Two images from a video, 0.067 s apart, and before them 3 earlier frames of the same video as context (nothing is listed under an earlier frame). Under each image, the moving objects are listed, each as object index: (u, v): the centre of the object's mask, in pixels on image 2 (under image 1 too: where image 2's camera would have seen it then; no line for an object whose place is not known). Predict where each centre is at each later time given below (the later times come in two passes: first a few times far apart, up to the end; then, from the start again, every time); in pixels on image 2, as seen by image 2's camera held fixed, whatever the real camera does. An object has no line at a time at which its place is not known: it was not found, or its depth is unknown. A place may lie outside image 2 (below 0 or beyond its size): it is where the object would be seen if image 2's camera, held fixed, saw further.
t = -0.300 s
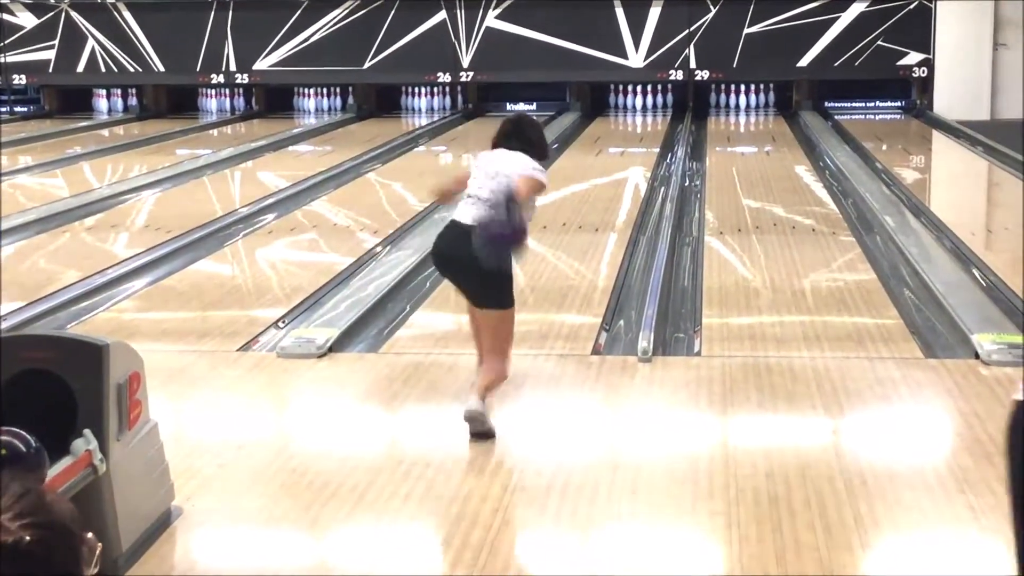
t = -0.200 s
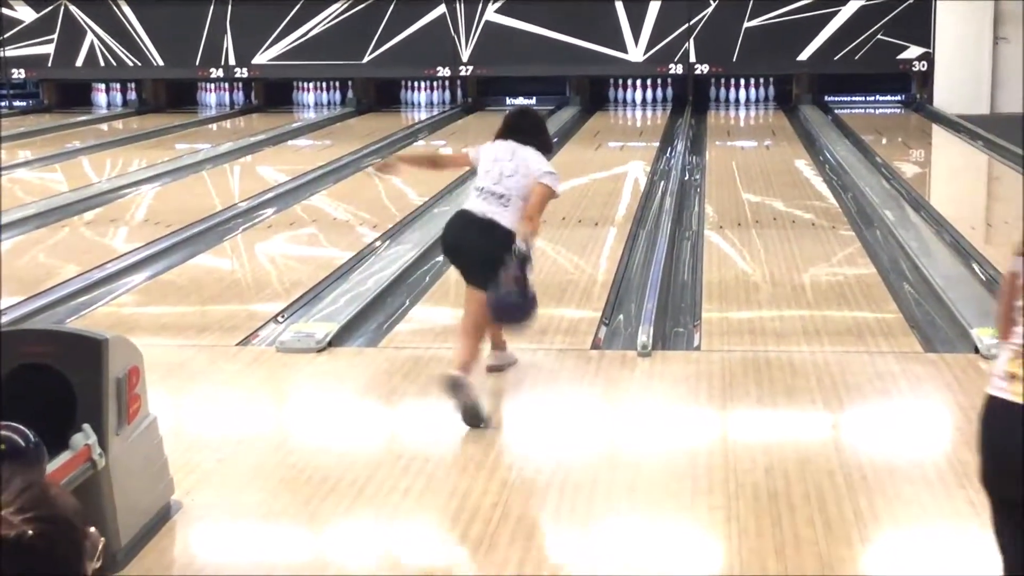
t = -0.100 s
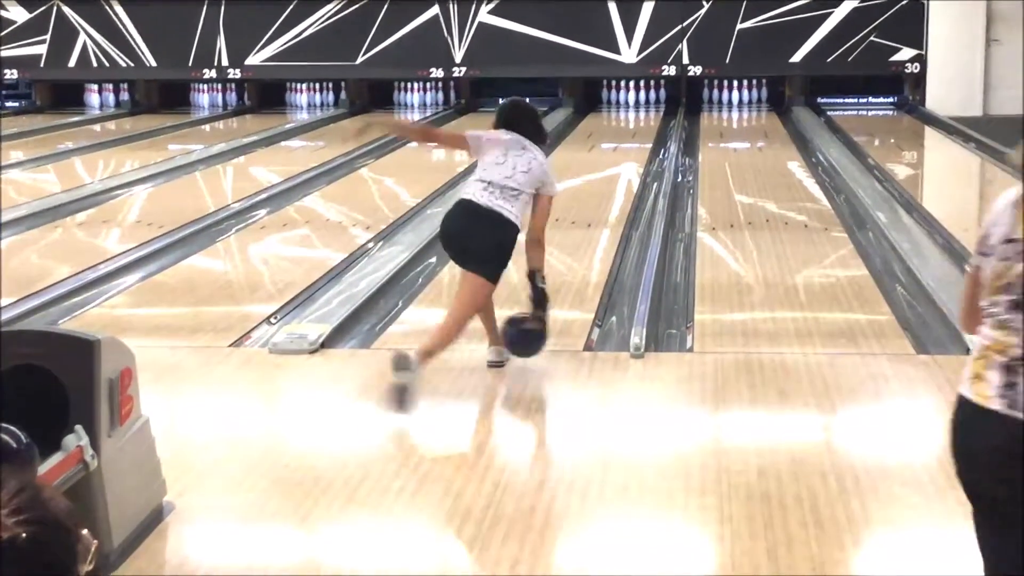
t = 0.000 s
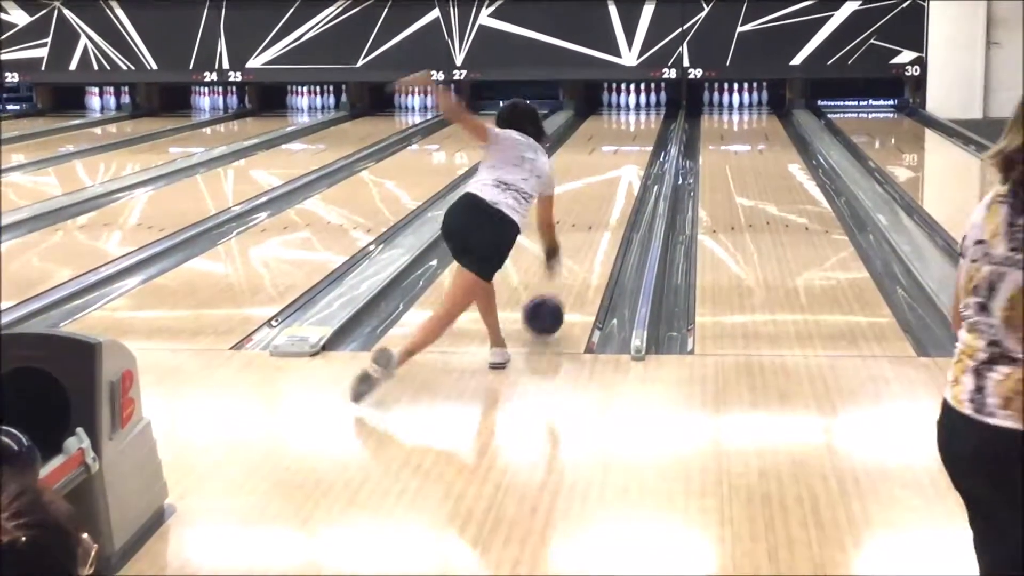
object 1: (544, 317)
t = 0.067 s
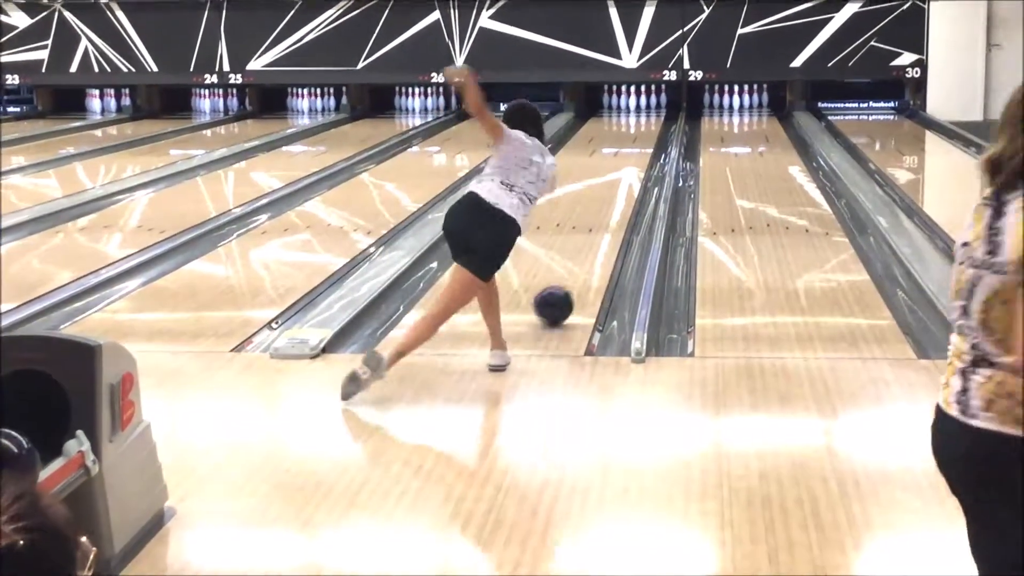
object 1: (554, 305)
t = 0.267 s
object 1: (577, 262)
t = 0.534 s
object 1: (599, 220)
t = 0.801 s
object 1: (614, 190)
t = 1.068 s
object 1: (623, 168)
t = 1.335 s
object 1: (629, 151)
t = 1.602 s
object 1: (633, 137)
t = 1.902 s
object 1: (636, 123)
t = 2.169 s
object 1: (636, 115)
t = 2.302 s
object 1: (634, 111)
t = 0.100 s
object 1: (558, 297)
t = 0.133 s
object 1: (563, 290)
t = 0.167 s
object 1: (567, 282)
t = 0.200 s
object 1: (571, 275)
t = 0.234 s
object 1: (574, 268)
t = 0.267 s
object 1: (577, 262)
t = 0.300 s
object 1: (581, 256)
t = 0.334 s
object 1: (584, 250)
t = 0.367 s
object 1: (587, 245)
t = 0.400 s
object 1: (590, 239)
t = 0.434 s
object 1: (592, 234)
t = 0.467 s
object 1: (595, 229)
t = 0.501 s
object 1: (597, 225)
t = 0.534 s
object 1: (599, 220)
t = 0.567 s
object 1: (601, 216)
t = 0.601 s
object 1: (603, 212)
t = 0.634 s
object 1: (605, 208)
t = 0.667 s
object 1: (608, 204)
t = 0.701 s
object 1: (609, 200)
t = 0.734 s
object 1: (611, 197)
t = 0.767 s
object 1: (612, 193)
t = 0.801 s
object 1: (614, 190)
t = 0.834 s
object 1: (615, 187)
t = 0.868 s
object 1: (616, 184)
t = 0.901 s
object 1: (618, 181)
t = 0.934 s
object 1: (619, 179)
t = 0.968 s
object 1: (620, 176)
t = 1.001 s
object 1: (621, 173)
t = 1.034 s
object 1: (622, 170)
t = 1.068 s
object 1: (623, 168)
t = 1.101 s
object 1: (624, 166)
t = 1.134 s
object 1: (624, 163)
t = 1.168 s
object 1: (625, 161)
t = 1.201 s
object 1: (626, 159)
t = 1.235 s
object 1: (627, 157)
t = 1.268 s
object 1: (627, 155)
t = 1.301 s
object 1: (628, 153)
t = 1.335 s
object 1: (629, 151)
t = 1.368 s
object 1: (629, 149)
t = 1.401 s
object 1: (630, 147)
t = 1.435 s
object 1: (631, 145)
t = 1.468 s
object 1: (631, 144)
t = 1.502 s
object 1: (632, 141)
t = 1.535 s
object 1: (632, 140)
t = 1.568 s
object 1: (632, 139)
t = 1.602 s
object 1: (633, 137)
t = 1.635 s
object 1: (634, 136)
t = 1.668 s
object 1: (633, 134)
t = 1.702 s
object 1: (634, 133)
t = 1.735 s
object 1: (634, 132)
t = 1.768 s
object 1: (635, 130)
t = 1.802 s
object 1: (635, 129)
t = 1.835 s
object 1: (635, 127)
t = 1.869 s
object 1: (636, 125)
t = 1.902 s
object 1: (636, 123)
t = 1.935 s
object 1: (636, 122)
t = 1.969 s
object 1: (636, 122)
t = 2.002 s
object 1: (636, 120)
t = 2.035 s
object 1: (636, 119)
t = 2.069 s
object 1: (636, 118)
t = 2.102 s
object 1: (636, 117)
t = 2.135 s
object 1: (636, 116)
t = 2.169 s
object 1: (636, 115)
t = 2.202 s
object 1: (635, 114)
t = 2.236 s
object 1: (635, 113)
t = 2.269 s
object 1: (634, 112)
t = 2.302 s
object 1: (634, 111)
